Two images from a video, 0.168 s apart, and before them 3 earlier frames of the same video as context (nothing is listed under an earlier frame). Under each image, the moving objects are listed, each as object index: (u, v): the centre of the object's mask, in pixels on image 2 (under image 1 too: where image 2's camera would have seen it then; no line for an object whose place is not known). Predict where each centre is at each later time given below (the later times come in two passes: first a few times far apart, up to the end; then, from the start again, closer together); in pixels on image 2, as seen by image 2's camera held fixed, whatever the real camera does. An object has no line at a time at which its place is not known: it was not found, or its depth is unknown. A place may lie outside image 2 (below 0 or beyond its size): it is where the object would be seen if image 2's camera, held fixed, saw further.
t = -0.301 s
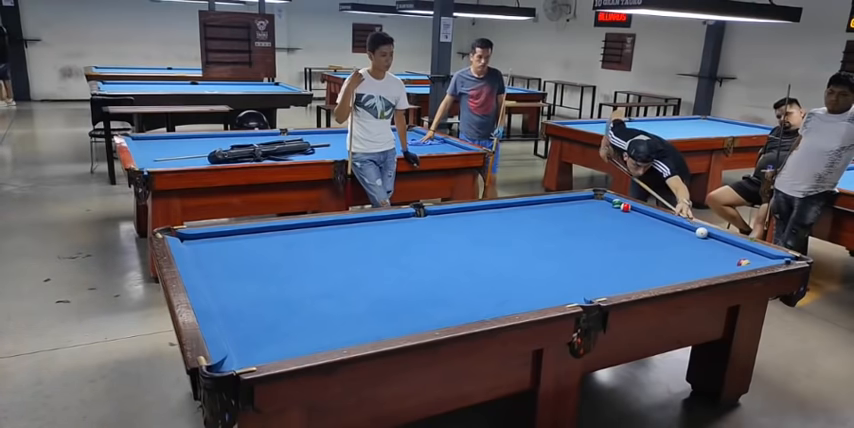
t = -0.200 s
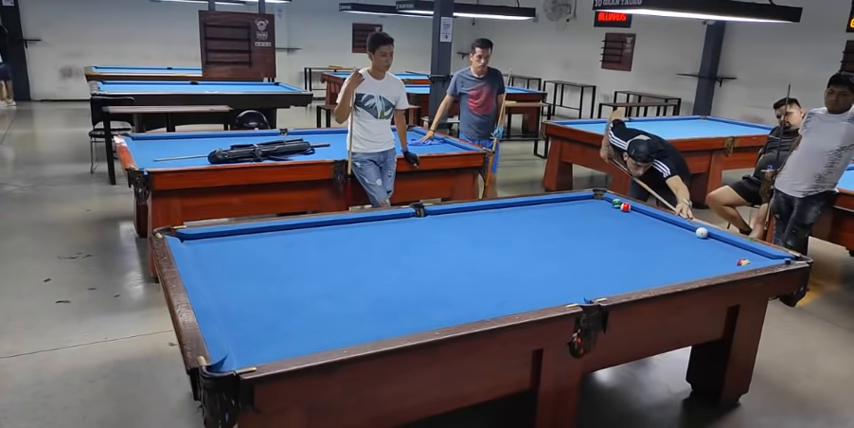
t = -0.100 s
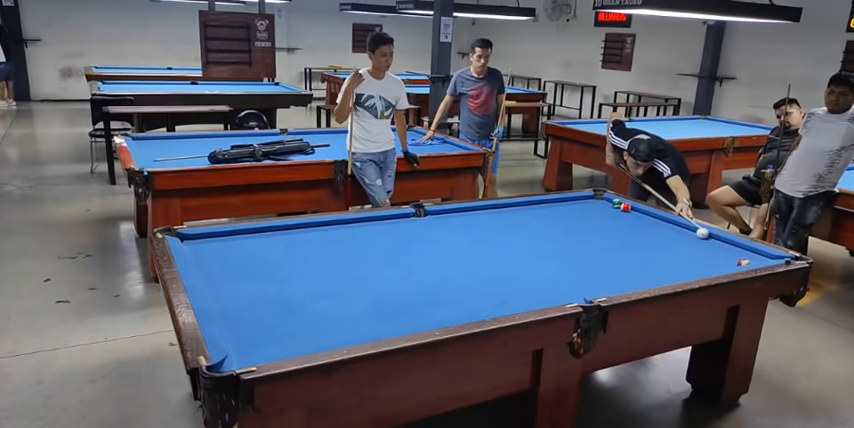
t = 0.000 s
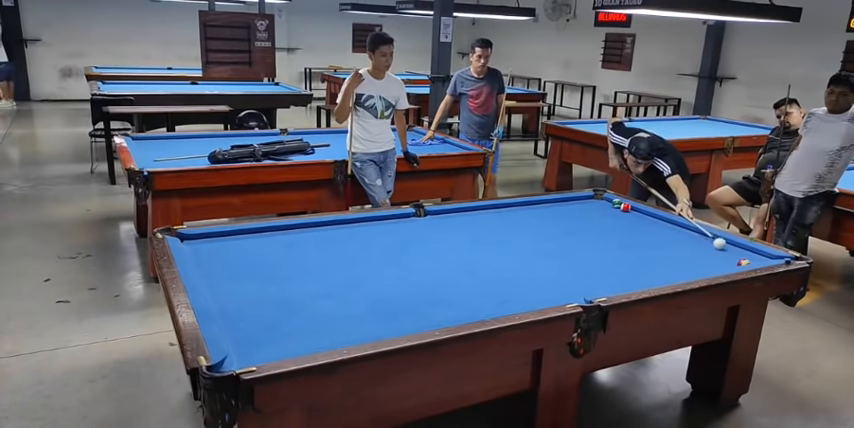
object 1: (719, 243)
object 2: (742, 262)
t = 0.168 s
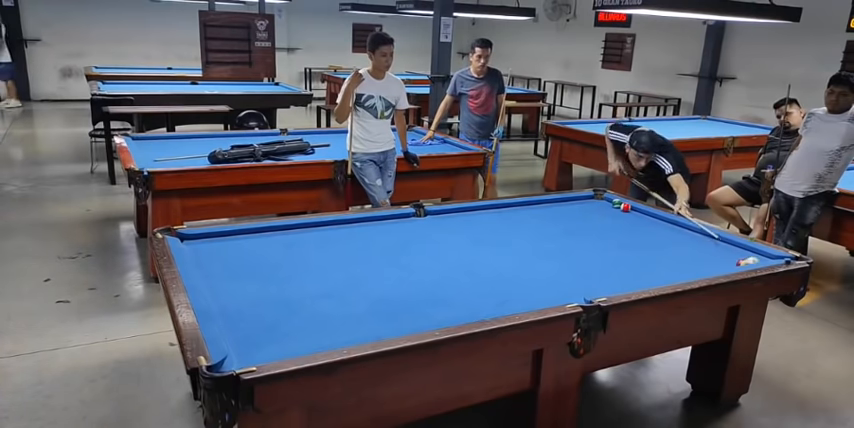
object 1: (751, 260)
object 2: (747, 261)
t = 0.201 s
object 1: (748, 258)
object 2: (739, 262)
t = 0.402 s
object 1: (723, 248)
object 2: (717, 264)
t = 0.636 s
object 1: (701, 237)
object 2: (695, 265)
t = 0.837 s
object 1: (684, 229)
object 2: (676, 266)
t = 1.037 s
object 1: (668, 221)
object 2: (658, 266)
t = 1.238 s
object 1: (653, 216)
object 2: (640, 267)
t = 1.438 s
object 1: (636, 211)
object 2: (623, 267)
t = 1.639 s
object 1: (626, 209)
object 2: (606, 268)
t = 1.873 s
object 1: (617, 208)
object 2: (587, 268)
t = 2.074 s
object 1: (610, 208)
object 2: (571, 268)
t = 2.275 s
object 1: (604, 207)
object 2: (556, 269)
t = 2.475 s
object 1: (598, 207)
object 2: (541, 269)
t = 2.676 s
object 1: (593, 206)
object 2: (526, 269)
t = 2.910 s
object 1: (588, 206)
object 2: (510, 270)
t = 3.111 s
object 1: (584, 205)
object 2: (496, 270)
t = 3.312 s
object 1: (580, 205)
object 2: (484, 270)
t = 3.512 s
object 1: (577, 204)
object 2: (471, 271)
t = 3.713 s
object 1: (574, 204)
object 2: (459, 271)
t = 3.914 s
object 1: (572, 204)
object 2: (448, 271)
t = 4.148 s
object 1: (569, 204)
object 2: (435, 272)
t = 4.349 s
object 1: (568, 203)
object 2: (425, 272)
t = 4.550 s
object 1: (567, 203)
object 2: (414, 272)
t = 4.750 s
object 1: (567, 203)
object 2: (405, 273)
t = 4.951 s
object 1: (566, 203)
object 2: (396, 273)
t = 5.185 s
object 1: (566, 203)
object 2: (387, 273)
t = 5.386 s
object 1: (566, 203)
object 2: (379, 273)
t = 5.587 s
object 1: (566, 203)
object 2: (371, 274)
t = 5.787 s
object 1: (566, 203)
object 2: (364, 274)
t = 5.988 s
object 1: (566, 202)
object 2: (358, 275)
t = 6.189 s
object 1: (566, 202)
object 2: (352, 275)
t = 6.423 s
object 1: (566, 202)
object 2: (346, 275)
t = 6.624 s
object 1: (566, 203)
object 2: (341, 275)
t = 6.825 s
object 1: (566, 203)
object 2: (337, 275)
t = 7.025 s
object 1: (566, 203)
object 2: (334, 275)
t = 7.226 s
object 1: (566, 203)
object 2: (330, 275)
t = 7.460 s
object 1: (566, 202)
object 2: (327, 276)
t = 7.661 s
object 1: (566, 203)
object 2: (326, 276)
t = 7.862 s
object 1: (566, 203)
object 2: (324, 276)
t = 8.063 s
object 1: (566, 203)
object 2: (323, 276)
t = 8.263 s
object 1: (566, 203)
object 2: (323, 276)
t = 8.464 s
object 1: (566, 203)
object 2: (323, 276)
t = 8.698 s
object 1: (566, 203)
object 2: (323, 276)
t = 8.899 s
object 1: (566, 203)
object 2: (323, 276)
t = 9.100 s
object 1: (566, 203)
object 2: (323, 276)
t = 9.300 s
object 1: (566, 203)
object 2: (323, 276)
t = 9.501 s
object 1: (566, 203)
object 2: (323, 276)
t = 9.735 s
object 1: (566, 203)
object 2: (323, 276)
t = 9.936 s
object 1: (566, 202)
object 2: (323, 276)
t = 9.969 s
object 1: (566, 203)
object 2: (323, 276)
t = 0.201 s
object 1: (748, 258)
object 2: (739, 262)
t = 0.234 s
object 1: (743, 257)
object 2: (734, 263)
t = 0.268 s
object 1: (738, 255)
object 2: (731, 263)
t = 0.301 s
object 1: (734, 253)
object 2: (727, 263)
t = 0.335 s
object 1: (730, 251)
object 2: (724, 263)
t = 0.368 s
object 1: (727, 250)
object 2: (720, 263)
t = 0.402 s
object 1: (723, 248)
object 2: (717, 264)
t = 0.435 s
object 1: (720, 247)
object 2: (714, 265)
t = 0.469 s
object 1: (716, 245)
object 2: (711, 265)
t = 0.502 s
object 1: (713, 243)
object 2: (708, 265)
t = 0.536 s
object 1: (710, 242)
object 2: (705, 265)
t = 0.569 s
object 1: (707, 240)
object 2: (702, 265)
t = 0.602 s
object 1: (704, 239)
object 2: (699, 265)
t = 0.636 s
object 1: (701, 237)
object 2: (695, 265)
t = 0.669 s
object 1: (698, 236)
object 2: (692, 265)
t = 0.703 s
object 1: (695, 235)
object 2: (689, 265)
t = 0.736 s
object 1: (692, 233)
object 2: (685, 266)
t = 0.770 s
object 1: (689, 232)
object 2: (682, 266)
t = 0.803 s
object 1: (687, 230)
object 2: (679, 267)
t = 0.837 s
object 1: (684, 229)
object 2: (676, 266)
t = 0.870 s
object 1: (681, 228)
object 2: (673, 267)
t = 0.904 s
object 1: (678, 227)
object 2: (671, 267)
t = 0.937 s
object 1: (676, 225)
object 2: (668, 267)
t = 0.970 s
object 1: (673, 224)
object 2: (664, 266)
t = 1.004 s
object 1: (671, 223)
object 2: (661, 266)
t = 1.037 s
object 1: (668, 221)
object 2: (658, 266)
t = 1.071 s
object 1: (666, 221)
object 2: (655, 266)
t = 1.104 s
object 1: (663, 219)
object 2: (652, 266)
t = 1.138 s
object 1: (661, 218)
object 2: (649, 267)
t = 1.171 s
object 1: (658, 217)
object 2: (646, 267)
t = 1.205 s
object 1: (655, 216)
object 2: (643, 267)
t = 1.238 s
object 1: (653, 216)
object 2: (640, 267)
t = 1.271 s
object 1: (649, 215)
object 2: (637, 267)
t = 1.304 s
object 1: (646, 214)
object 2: (635, 267)
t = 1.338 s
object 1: (644, 213)
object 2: (632, 267)
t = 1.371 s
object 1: (641, 212)
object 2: (629, 267)
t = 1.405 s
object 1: (638, 211)
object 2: (626, 267)
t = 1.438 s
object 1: (636, 211)
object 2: (623, 267)
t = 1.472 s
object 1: (633, 210)
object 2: (620, 267)
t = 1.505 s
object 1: (631, 209)
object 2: (617, 267)
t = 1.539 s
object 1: (629, 209)
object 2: (614, 267)
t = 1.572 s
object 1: (628, 209)
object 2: (611, 267)
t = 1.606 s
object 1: (627, 209)
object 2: (608, 268)
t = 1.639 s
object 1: (626, 209)
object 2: (606, 268)
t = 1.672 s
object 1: (625, 209)
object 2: (603, 268)
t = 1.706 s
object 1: (623, 209)
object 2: (601, 268)
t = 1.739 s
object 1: (622, 209)
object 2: (598, 268)
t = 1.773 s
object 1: (621, 209)
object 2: (596, 268)
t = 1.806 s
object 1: (620, 209)
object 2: (593, 268)
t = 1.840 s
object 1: (619, 209)
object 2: (590, 268)
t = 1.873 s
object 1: (617, 208)
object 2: (587, 268)
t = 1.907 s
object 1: (616, 208)
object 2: (585, 268)
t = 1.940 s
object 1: (615, 208)
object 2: (582, 268)
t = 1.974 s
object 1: (614, 208)
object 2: (579, 268)
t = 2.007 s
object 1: (613, 208)
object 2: (576, 268)
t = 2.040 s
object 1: (612, 208)
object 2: (574, 268)
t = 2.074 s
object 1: (610, 208)
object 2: (571, 268)
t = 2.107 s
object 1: (610, 208)
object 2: (568, 268)
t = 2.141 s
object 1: (609, 208)
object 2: (566, 269)
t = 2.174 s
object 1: (608, 208)
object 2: (563, 269)
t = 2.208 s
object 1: (607, 208)
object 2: (561, 269)
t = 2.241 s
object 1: (605, 208)
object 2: (558, 269)
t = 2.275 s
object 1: (604, 207)
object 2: (556, 269)
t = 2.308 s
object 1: (603, 207)
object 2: (554, 269)
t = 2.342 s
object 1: (602, 207)
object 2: (551, 269)
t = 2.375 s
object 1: (601, 207)
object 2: (549, 269)
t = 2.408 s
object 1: (600, 207)
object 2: (546, 269)
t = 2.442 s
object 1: (600, 207)
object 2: (543, 269)
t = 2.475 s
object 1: (598, 207)
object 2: (541, 269)
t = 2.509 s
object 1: (598, 207)
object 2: (538, 269)
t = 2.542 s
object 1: (597, 207)
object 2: (536, 269)
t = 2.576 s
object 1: (596, 207)
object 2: (533, 269)
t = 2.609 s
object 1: (595, 207)
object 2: (531, 269)
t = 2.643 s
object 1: (594, 206)
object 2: (529, 269)
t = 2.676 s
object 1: (593, 206)
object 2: (526, 269)
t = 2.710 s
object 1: (592, 206)
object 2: (524, 269)
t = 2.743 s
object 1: (591, 206)
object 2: (522, 269)
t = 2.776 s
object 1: (591, 206)
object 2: (519, 269)
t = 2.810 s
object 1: (590, 206)
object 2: (517, 270)
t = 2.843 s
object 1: (589, 206)
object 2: (515, 270)
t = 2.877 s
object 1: (588, 206)
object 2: (513, 270)
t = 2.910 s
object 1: (588, 206)
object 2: (510, 270)
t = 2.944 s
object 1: (587, 206)
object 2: (508, 270)
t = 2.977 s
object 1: (586, 205)
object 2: (506, 270)
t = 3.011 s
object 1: (586, 205)
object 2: (504, 270)
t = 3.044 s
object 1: (585, 205)
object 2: (501, 270)
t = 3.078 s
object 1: (584, 205)
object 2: (499, 270)
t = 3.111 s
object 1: (584, 205)
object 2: (496, 270)
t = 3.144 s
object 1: (583, 205)
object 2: (494, 270)
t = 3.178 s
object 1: (582, 205)
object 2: (492, 270)
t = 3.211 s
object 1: (582, 205)
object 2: (490, 270)
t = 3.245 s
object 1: (581, 205)
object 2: (488, 270)
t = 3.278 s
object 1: (580, 205)
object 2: (486, 270)
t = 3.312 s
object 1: (580, 205)
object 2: (484, 270)
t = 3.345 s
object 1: (579, 205)
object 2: (481, 270)
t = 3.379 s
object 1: (579, 205)
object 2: (479, 271)
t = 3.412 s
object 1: (578, 204)
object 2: (478, 271)
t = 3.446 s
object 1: (578, 204)
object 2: (476, 271)
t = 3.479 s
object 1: (577, 204)
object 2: (473, 271)
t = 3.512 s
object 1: (577, 204)
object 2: (471, 271)
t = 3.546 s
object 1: (576, 204)
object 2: (469, 271)
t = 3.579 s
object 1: (576, 204)
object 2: (467, 270)
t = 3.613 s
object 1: (575, 204)
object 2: (465, 271)
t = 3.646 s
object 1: (575, 204)
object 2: (463, 270)
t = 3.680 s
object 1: (574, 204)
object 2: (461, 270)
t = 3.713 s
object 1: (574, 204)
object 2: (459, 271)
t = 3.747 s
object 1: (574, 204)
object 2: (457, 271)
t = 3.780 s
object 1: (573, 204)
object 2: (455, 271)
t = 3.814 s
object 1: (573, 204)
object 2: (453, 271)
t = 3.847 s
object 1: (572, 204)
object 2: (451, 271)
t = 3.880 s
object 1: (572, 204)
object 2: (450, 271)
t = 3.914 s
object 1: (572, 204)
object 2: (448, 271)
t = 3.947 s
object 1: (571, 204)
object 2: (446, 272)
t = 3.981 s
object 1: (571, 204)
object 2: (444, 272)
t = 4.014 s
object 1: (571, 204)
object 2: (442, 272)
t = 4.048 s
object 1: (570, 204)
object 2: (440, 272)
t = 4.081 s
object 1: (570, 204)
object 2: (439, 272)
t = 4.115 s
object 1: (570, 204)
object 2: (437, 272)
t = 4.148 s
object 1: (569, 204)
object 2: (435, 272)
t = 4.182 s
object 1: (569, 203)
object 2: (433, 272)
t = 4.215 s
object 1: (569, 203)
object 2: (431, 272)
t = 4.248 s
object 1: (569, 203)
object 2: (430, 272)
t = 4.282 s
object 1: (568, 203)
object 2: (428, 272)
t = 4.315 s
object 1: (568, 203)
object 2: (426, 272)
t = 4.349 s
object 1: (568, 203)
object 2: (425, 272)
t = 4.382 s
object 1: (568, 203)
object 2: (423, 272)
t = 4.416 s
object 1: (568, 203)
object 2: (421, 272)
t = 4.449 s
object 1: (567, 203)
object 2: (419, 272)
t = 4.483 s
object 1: (567, 203)
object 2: (418, 272)
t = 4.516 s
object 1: (567, 203)
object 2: (416, 272)
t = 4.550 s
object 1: (567, 203)
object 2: (414, 272)
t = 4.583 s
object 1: (567, 203)
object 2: (412, 272)
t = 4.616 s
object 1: (567, 203)
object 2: (411, 272)
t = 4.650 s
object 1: (567, 203)
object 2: (409, 272)
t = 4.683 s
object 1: (567, 203)
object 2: (408, 272)
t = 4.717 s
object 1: (567, 203)
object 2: (406, 273)
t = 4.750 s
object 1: (567, 203)
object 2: (405, 273)
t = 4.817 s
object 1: (567, 203)
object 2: (402, 273)
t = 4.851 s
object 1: (566, 203)
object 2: (400, 273)
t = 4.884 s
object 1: (566, 203)
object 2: (399, 273)
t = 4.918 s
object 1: (566, 203)
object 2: (398, 273)
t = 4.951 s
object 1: (566, 203)
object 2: (396, 273)
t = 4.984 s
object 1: (566, 203)
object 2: (395, 273)
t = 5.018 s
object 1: (566, 203)
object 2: (393, 273)
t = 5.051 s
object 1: (566, 203)
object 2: (392, 273)
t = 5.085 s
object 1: (566, 203)
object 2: (391, 273)
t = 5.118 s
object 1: (566, 203)
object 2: (389, 273)
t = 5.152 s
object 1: (566, 203)
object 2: (388, 273)
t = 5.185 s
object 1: (566, 203)
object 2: (387, 273)
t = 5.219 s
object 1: (566, 203)
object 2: (385, 273)
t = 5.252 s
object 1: (566, 203)
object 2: (384, 273)
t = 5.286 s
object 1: (566, 203)
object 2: (383, 273)
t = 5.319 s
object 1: (566, 203)
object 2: (382, 273)
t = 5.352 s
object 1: (566, 203)
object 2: (380, 273)
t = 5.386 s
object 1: (566, 203)
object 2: (379, 273)
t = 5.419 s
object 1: (566, 203)
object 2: (378, 274)
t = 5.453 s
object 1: (566, 203)
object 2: (376, 273)
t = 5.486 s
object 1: (566, 203)
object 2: (375, 274)
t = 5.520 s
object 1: (566, 203)
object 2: (374, 274)
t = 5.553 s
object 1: (566, 203)
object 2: (373, 274)
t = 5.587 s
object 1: (566, 203)
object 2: (371, 274)
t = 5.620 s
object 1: (566, 203)
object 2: (370, 274)
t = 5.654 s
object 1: (566, 203)
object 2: (369, 274)
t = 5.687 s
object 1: (566, 203)
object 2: (368, 274)
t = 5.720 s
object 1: (566, 203)
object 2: (367, 274)
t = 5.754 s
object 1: (566, 203)
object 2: (366, 274)
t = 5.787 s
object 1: (566, 203)
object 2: (364, 274)
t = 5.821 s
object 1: (566, 203)
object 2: (363, 274)
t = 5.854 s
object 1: (566, 202)
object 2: (362, 274)
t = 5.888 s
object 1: (566, 202)
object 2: (361, 274)
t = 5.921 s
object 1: (566, 203)
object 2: (360, 275)
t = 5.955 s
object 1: (566, 202)
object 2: (359, 275)
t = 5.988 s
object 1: (566, 202)
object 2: (358, 275)
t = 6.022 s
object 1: (566, 202)
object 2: (357, 275)
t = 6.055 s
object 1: (566, 202)
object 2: (357, 275)
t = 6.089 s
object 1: (566, 202)
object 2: (356, 275)
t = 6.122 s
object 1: (566, 202)
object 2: (354, 275)
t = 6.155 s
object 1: (566, 202)
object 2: (353, 275)
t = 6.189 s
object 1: (566, 202)
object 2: (352, 275)
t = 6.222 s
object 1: (566, 202)
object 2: (351, 275)
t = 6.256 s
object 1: (566, 202)
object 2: (350, 275)
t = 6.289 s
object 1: (566, 202)
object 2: (349, 275)
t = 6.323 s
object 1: (566, 202)
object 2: (349, 275)
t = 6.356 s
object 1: (566, 202)
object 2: (348, 275)
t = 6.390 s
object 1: (566, 202)
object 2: (347, 275)
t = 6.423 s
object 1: (566, 202)
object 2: (346, 275)
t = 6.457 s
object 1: (566, 203)
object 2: (345, 275)
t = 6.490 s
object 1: (566, 203)
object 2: (344, 275)
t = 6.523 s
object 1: (566, 203)
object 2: (344, 275)
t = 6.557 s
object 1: (566, 203)
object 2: (343, 275)
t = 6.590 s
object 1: (566, 203)
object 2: (342, 275)
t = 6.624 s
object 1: (566, 203)
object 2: (341, 275)
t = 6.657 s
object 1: (566, 203)
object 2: (341, 275)
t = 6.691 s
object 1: (566, 203)
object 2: (340, 275)
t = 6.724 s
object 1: (566, 203)
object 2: (339, 275)
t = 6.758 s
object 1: (566, 203)
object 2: (338, 275)
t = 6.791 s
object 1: (566, 203)
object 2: (338, 275)
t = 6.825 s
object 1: (566, 203)
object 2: (337, 275)
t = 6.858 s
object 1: (566, 203)
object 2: (336, 275)
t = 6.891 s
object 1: (566, 203)
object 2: (336, 275)
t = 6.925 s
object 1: (566, 203)
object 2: (335, 275)
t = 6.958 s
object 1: (566, 203)
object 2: (335, 275)
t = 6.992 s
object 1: (566, 203)
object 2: (334, 275)
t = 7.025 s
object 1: (566, 203)
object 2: (334, 275)
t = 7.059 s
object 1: (566, 203)
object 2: (333, 275)
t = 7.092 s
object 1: (566, 203)
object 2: (332, 275)
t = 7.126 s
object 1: (566, 203)
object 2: (332, 275)
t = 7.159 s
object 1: (566, 203)
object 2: (331, 275)
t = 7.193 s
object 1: (566, 203)
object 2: (331, 275)
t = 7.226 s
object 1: (566, 203)
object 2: (330, 275)
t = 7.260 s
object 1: (566, 203)
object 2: (330, 275)
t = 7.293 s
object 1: (566, 202)
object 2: (330, 275)
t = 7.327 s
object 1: (566, 202)
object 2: (329, 275)
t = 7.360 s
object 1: (566, 202)
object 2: (329, 275)
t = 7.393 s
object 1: (566, 202)
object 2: (328, 275)
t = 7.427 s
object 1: (566, 202)
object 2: (328, 275)
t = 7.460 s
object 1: (566, 202)
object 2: (327, 276)
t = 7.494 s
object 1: (566, 202)
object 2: (327, 276)
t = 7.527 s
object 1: (566, 203)
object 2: (327, 276)
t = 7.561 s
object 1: (566, 203)
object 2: (326, 276)
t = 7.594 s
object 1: (566, 203)
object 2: (326, 276)
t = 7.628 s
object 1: (566, 202)
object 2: (326, 276)
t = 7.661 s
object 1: (566, 203)
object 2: (326, 276)
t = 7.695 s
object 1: (566, 203)
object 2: (325, 276)
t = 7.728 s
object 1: (566, 203)
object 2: (325, 276)
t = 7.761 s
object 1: (566, 203)
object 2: (325, 276)
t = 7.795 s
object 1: (566, 202)
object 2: (325, 276)
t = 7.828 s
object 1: (566, 203)
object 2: (324, 276)
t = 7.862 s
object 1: (566, 203)
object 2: (324, 276)
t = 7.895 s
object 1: (566, 203)
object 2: (324, 276)
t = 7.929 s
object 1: (566, 203)
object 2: (324, 276)
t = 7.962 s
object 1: (566, 203)
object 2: (324, 276)
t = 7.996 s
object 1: (566, 203)
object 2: (324, 276)
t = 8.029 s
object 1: (566, 203)
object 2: (323, 276)
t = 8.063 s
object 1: (566, 203)
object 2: (323, 276)
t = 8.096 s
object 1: (566, 203)
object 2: (323, 276)
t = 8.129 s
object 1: (566, 203)
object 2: (323, 276)
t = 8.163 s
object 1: (566, 203)
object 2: (323, 276)
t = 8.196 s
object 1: (566, 203)
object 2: (323, 276)
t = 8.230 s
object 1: (566, 203)
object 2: (323, 276)
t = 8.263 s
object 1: (566, 203)
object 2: (323, 276)
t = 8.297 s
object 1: (566, 203)
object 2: (323, 276)
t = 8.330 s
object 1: (566, 203)
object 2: (323, 276)
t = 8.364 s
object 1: (566, 203)
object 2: (323, 276)
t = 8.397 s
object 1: (566, 203)
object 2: (323, 276)
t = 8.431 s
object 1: (566, 203)
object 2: (323, 276)
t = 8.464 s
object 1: (566, 203)
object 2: (323, 276)
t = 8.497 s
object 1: (566, 203)
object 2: (323, 276)
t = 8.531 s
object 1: (566, 203)
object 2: (323, 276)
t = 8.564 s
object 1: (566, 202)
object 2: (323, 276)
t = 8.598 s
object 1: (566, 203)
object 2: (323, 276)
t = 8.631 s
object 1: (566, 203)
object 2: (323, 276)
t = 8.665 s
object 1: (566, 203)
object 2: (323, 276)
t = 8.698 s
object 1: (566, 203)
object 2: (323, 276)
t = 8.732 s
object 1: (566, 203)
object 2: (323, 276)
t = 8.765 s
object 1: (566, 203)
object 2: (323, 276)
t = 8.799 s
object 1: (566, 203)
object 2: (323, 276)
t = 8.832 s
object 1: (566, 203)
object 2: (323, 276)
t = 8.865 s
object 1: (566, 203)
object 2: (323, 276)
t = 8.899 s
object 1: (566, 203)
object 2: (323, 276)
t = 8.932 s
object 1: (566, 203)
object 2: (323, 276)
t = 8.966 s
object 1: (566, 202)
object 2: (323, 276)
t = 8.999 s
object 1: (566, 202)
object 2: (323, 276)
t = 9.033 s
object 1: (566, 203)
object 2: (323, 276)
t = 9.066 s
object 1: (566, 203)
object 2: (323, 276)
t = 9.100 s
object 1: (566, 203)
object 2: (323, 276)
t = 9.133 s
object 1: (566, 203)
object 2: (323, 276)
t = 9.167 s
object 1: (566, 203)
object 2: (323, 276)
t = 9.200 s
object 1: (566, 203)
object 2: (323, 276)
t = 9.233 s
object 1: (566, 203)
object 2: (323, 276)
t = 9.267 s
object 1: (566, 203)
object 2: (323, 276)
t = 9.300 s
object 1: (566, 203)
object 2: (323, 276)
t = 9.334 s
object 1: (566, 203)
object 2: (323, 276)
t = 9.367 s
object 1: (566, 203)
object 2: (323, 276)
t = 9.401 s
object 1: (566, 203)
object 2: (323, 276)
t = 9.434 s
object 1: (566, 203)
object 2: (323, 276)
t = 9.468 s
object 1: (566, 203)
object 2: (323, 276)
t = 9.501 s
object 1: (566, 203)
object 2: (323, 276)
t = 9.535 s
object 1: (566, 203)
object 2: (323, 276)
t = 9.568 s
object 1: (566, 203)
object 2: (323, 276)
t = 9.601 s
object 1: (566, 203)
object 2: (323, 276)
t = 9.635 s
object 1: (566, 203)
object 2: (323, 276)
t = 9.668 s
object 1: (566, 203)
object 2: (323, 276)
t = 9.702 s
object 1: (566, 202)
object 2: (323, 276)
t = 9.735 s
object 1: (566, 203)
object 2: (323, 276)
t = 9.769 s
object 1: (566, 203)
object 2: (323, 276)
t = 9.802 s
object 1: (566, 203)
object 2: (323, 276)
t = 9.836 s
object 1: (566, 202)
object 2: (323, 276)
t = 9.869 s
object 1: (566, 203)
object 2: (323, 276)
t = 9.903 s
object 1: (566, 202)
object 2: (323, 276)
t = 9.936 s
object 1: (566, 202)
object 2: (323, 276)
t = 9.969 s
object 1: (566, 203)
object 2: (323, 276)
